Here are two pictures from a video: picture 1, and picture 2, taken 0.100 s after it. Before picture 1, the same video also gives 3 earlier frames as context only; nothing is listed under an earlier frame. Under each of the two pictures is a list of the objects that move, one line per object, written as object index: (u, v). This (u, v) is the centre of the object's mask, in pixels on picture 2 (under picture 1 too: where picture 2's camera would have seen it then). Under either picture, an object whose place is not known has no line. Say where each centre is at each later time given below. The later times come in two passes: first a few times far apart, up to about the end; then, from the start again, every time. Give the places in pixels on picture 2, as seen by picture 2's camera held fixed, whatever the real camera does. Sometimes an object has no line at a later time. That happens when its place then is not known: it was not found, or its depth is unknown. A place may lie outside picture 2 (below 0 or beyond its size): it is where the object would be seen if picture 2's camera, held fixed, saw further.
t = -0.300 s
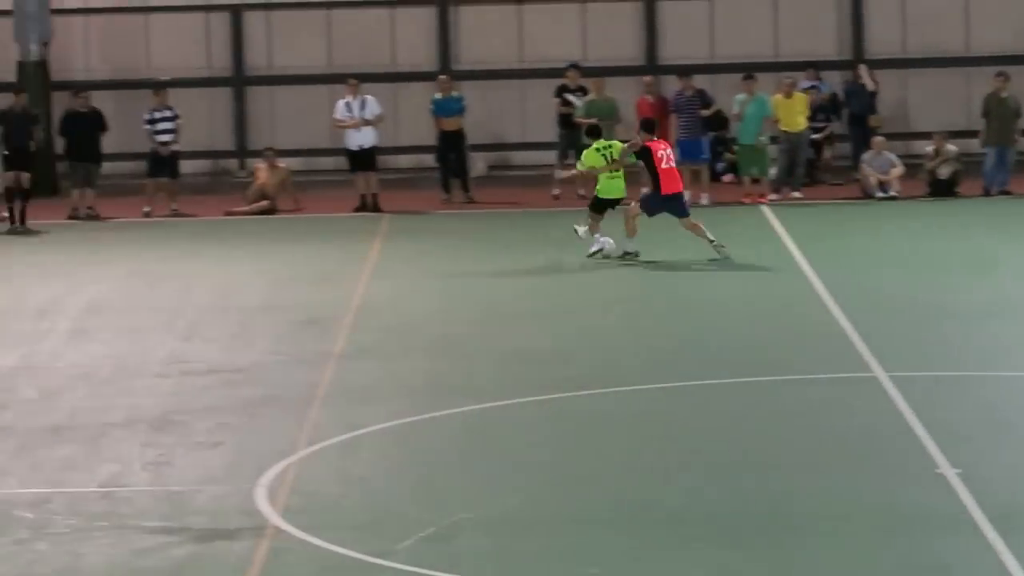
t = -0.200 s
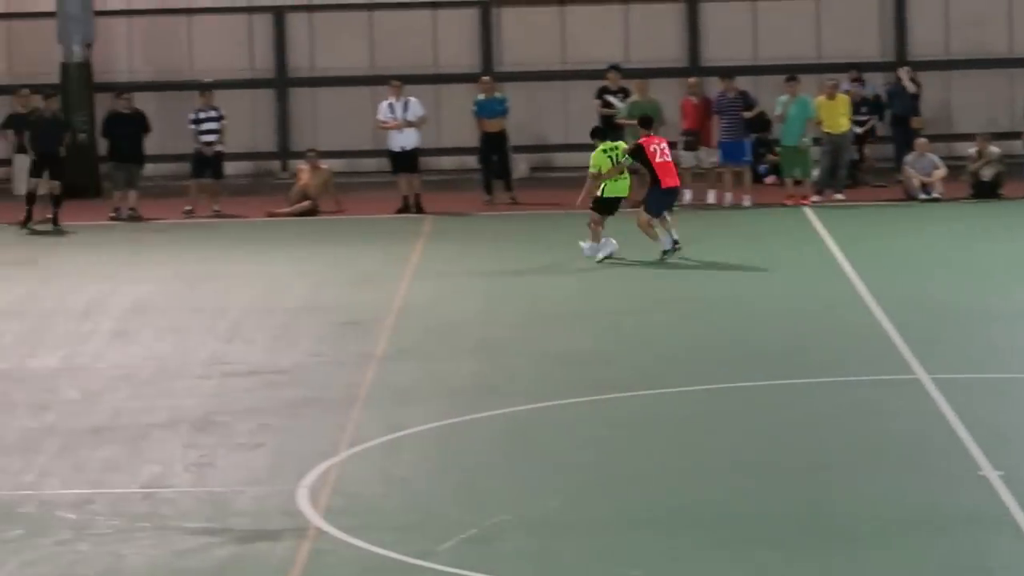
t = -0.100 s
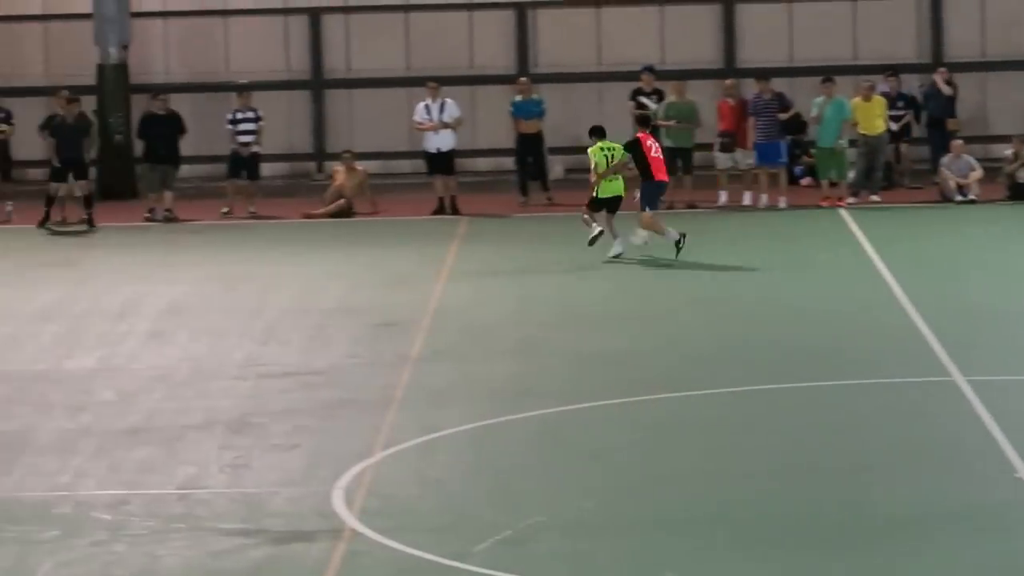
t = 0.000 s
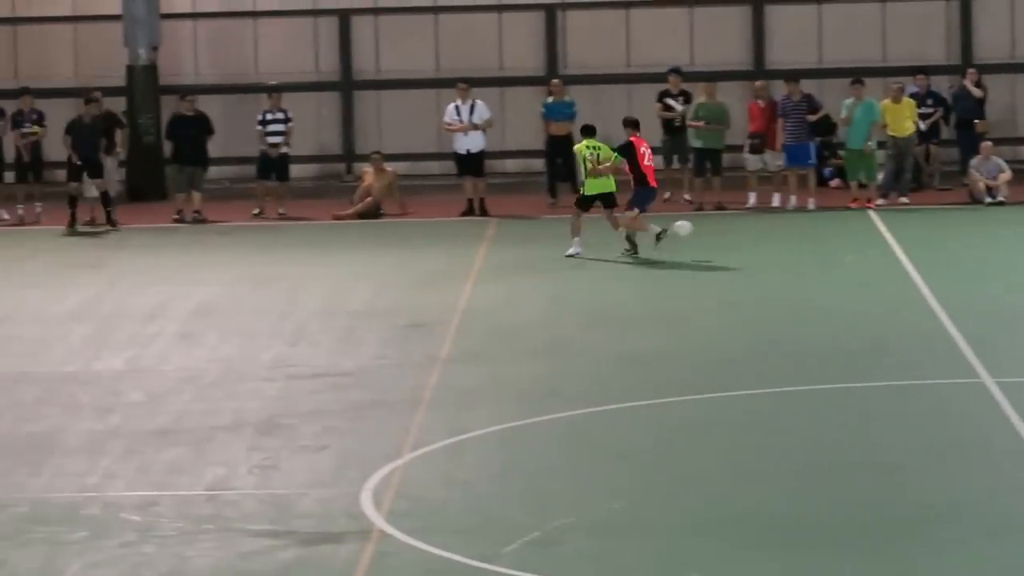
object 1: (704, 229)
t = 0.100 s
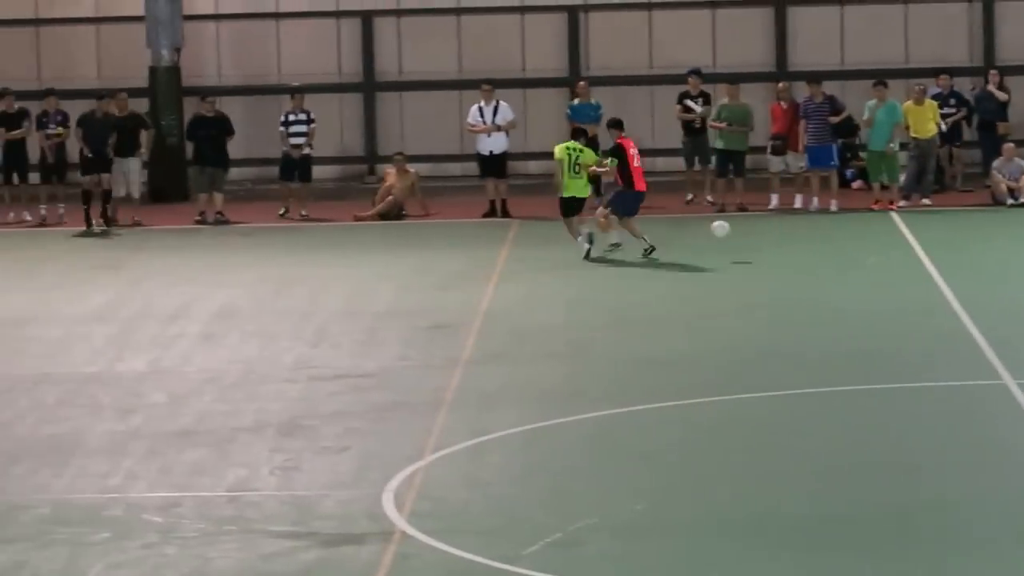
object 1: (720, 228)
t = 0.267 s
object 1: (746, 244)
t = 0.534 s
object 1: (762, 233)
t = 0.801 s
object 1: (775, 236)
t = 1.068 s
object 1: (787, 239)
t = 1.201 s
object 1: (794, 236)
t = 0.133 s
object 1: (725, 230)
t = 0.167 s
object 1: (731, 232)
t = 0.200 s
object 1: (736, 235)
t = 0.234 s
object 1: (741, 239)
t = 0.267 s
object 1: (746, 244)
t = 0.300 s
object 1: (751, 248)
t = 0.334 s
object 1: (752, 243)
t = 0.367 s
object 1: (754, 239)
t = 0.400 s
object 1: (755, 236)
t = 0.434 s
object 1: (757, 234)
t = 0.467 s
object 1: (758, 233)
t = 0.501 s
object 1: (760, 232)
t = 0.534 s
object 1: (762, 233)
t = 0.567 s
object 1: (763, 234)
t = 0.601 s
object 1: (765, 237)
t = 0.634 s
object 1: (767, 240)
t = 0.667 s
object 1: (769, 245)
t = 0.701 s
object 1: (770, 245)
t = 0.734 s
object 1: (772, 241)
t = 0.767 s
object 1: (773, 238)
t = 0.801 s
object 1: (775, 236)
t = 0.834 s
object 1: (776, 235)
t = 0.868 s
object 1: (778, 235)
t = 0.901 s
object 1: (779, 235)
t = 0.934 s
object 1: (781, 237)
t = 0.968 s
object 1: (783, 240)
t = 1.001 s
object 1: (784, 243)
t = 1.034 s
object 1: (786, 243)
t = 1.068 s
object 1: (787, 239)
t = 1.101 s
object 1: (789, 237)
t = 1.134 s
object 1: (790, 236)
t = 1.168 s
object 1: (792, 235)
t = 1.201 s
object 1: (794, 236)
